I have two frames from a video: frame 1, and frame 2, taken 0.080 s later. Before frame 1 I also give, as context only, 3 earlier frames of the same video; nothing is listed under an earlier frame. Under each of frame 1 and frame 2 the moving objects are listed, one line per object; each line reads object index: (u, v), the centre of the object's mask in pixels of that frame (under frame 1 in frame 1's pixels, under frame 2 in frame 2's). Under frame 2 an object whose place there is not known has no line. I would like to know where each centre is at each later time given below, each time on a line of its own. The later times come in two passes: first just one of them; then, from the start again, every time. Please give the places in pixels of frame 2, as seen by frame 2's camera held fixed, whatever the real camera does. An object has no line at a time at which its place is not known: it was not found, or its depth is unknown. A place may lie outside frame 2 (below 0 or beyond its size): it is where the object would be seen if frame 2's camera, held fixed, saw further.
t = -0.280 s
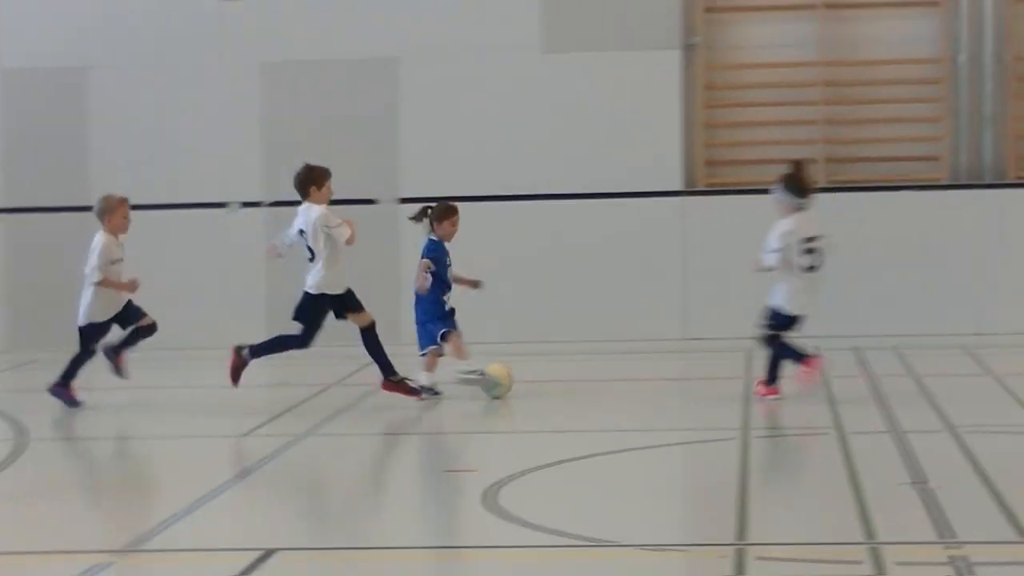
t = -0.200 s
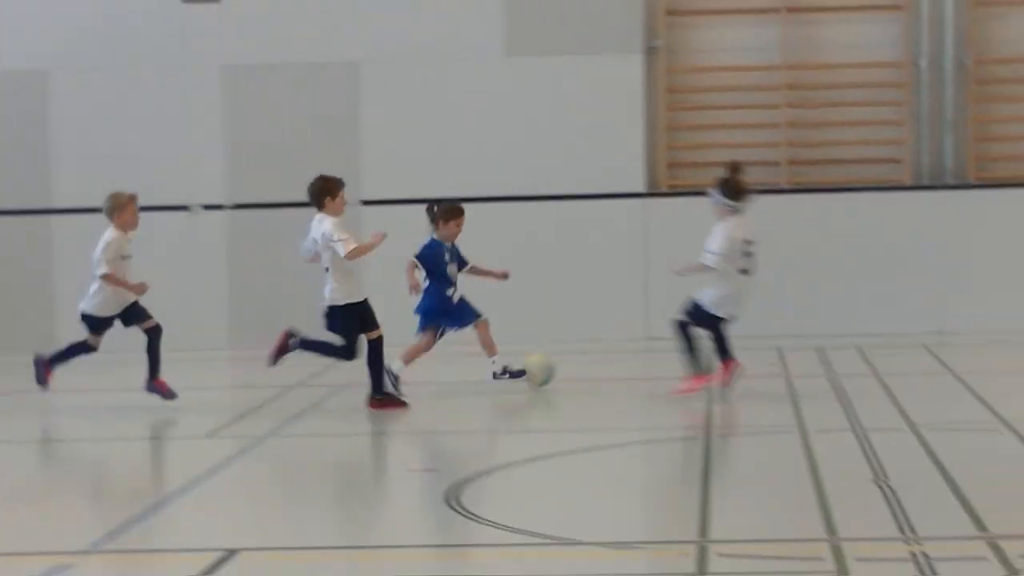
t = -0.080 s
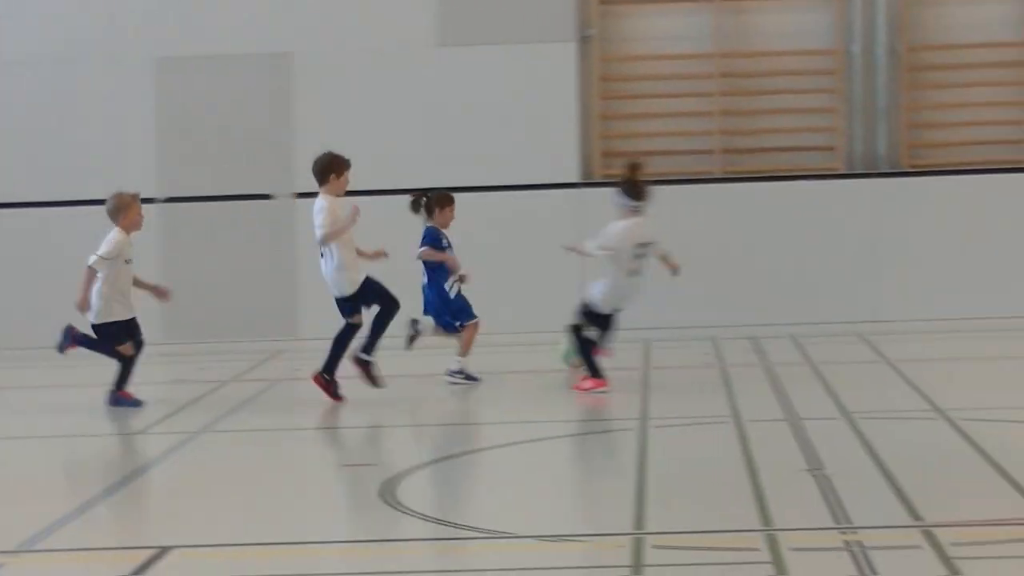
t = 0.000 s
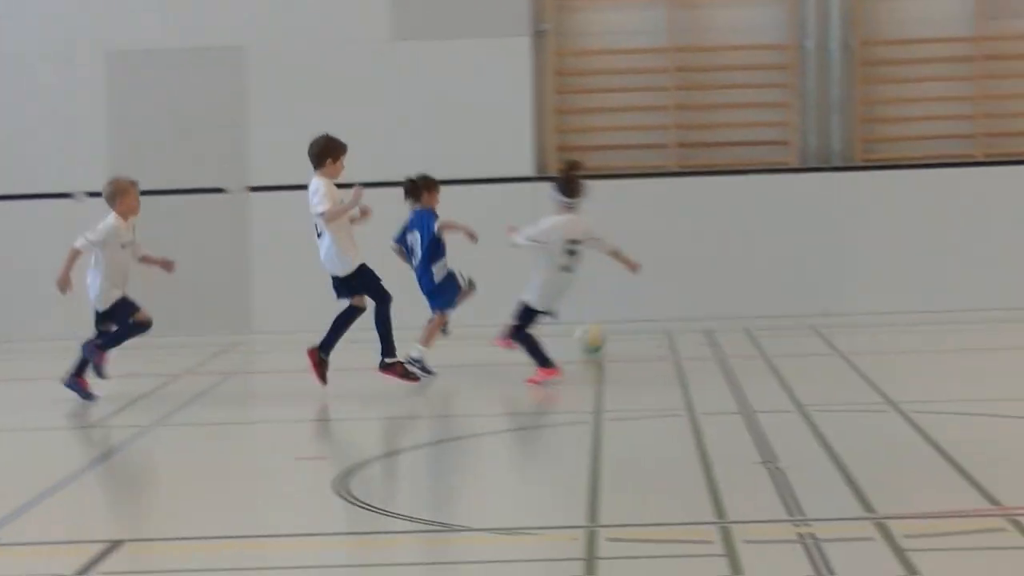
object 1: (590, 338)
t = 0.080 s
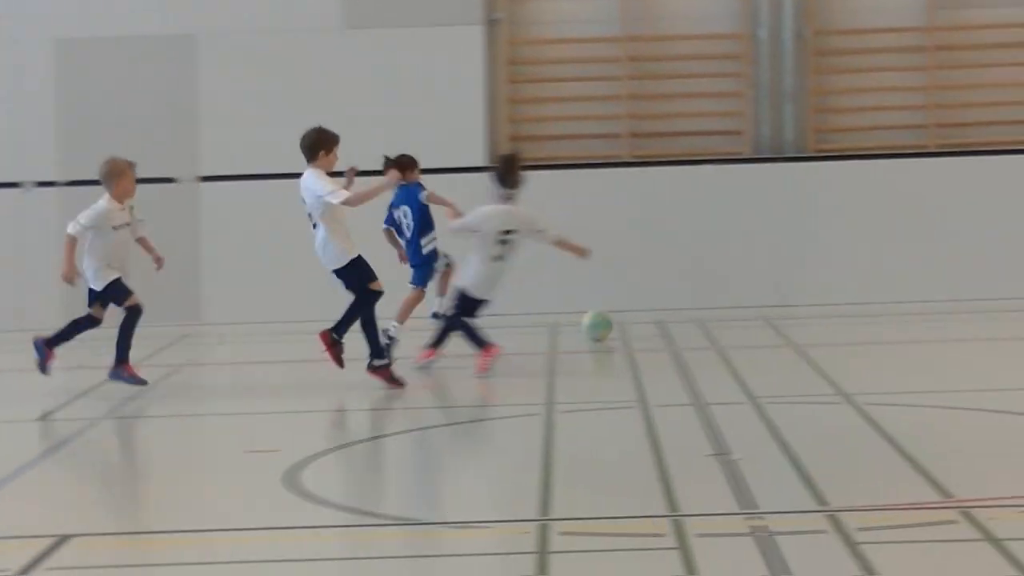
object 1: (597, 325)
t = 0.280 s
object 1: (716, 313)
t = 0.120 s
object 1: (623, 321)
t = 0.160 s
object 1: (647, 320)
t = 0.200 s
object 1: (671, 318)
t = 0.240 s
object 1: (695, 315)
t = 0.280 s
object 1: (716, 313)
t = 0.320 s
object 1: (738, 311)
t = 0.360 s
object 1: (761, 309)
